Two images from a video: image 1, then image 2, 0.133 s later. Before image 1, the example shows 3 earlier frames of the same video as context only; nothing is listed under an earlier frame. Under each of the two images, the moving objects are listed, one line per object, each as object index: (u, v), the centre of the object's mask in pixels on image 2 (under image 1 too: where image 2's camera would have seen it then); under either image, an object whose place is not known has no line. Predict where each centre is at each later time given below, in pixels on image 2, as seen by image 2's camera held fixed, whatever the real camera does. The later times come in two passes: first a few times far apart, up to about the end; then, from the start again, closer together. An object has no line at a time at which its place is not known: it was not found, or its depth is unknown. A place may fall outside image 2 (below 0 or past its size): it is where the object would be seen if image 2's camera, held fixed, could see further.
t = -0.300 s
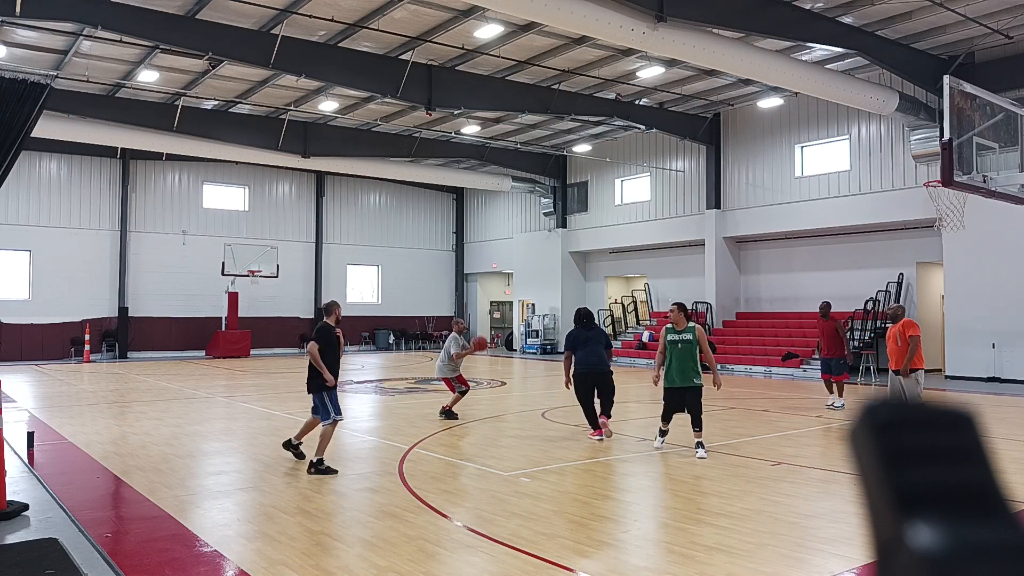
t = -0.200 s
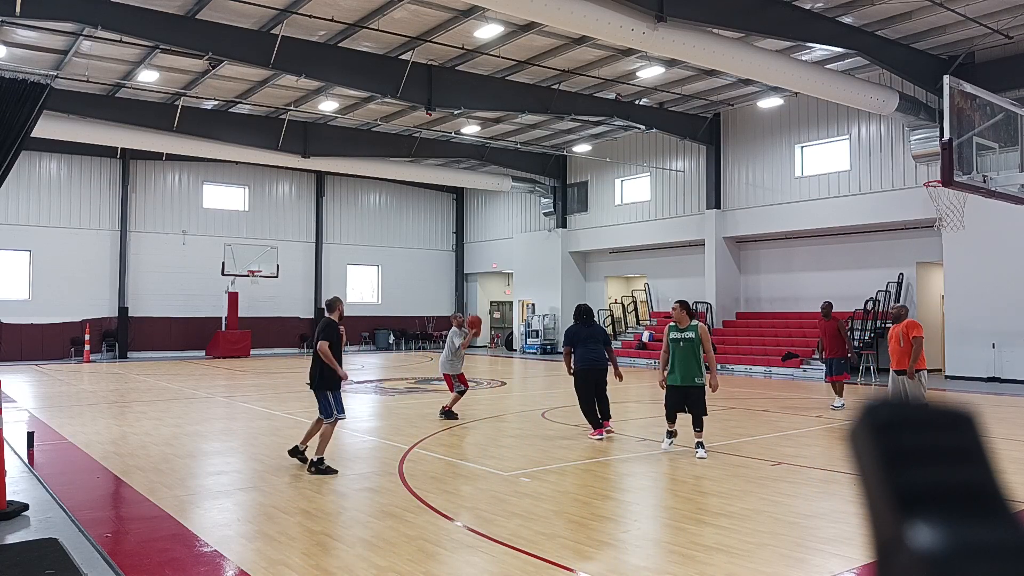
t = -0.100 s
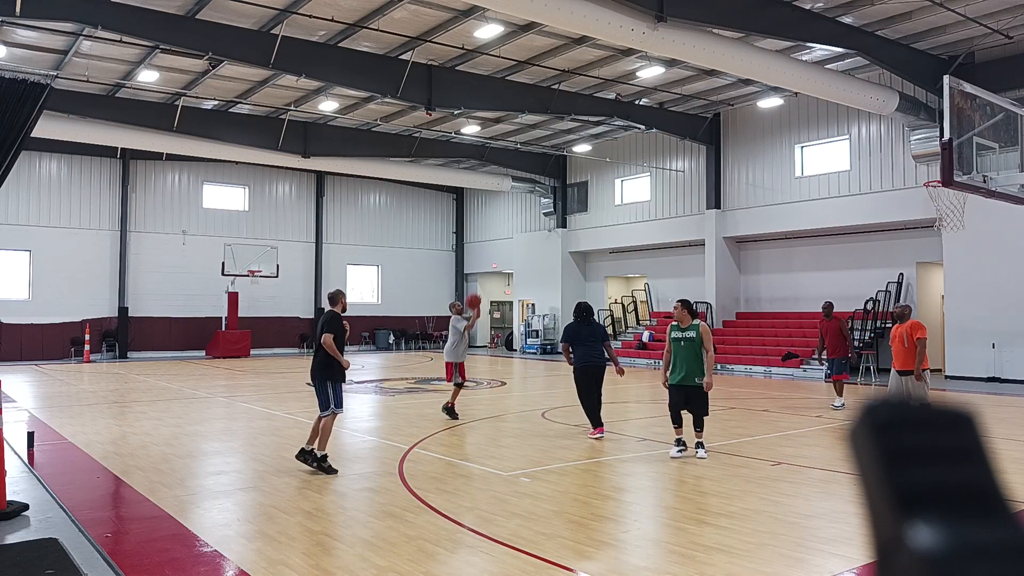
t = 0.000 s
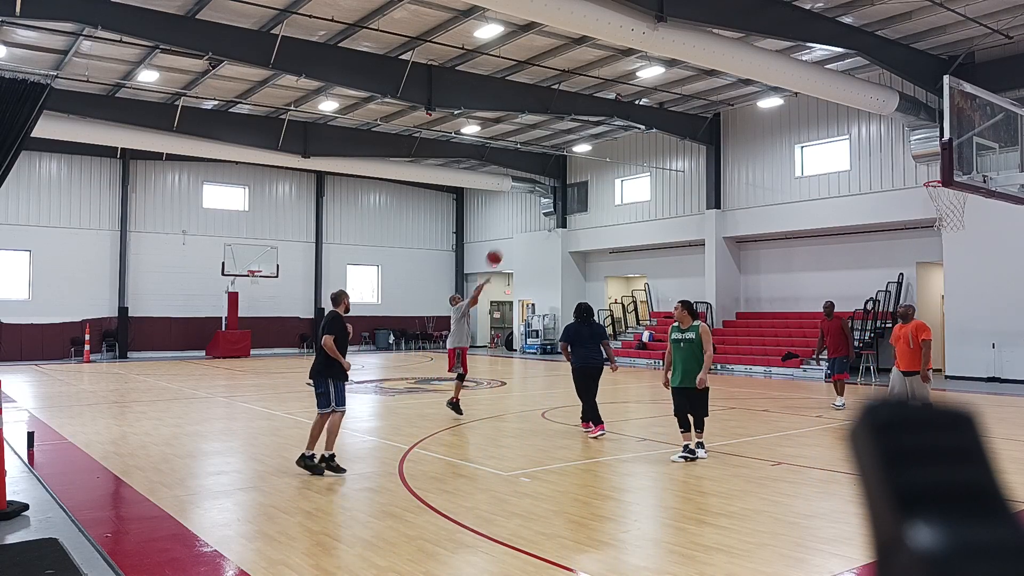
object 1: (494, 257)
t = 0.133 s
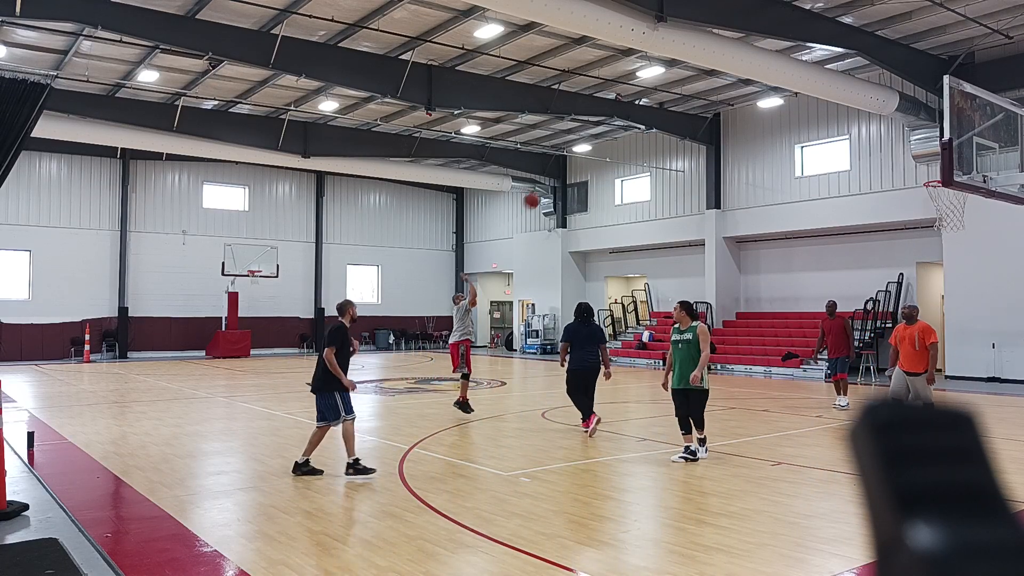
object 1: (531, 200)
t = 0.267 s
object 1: (570, 153)
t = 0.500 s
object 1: (646, 91)
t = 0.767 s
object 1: (740, 64)
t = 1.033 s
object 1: (844, 92)
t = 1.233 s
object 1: (931, 157)
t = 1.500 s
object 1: (927, 198)
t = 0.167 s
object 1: (541, 188)
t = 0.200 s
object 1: (552, 174)
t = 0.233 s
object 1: (561, 163)
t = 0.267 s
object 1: (570, 153)
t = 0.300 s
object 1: (581, 141)
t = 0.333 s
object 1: (592, 131)
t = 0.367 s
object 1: (603, 121)
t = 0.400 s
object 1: (614, 112)
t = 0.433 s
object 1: (622, 106)
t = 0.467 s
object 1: (634, 98)
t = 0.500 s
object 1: (646, 91)
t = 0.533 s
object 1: (657, 86)
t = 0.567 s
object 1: (669, 79)
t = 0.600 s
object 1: (680, 75)
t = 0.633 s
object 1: (691, 71)
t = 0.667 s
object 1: (703, 68)
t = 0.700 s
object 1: (715, 66)
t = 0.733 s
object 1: (727, 64)
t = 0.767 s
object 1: (740, 64)
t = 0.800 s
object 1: (752, 65)
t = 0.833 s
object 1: (764, 66)
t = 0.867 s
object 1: (777, 68)
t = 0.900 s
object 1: (790, 71)
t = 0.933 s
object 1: (803, 75)
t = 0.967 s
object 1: (817, 80)
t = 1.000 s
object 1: (830, 85)
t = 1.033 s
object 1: (844, 92)
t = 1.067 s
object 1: (859, 100)
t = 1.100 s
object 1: (873, 109)
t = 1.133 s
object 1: (887, 119)
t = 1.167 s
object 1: (902, 130)
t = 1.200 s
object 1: (917, 142)
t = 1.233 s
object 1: (931, 157)
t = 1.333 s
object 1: (946, 193)
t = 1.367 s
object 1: (939, 196)
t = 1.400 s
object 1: (935, 197)
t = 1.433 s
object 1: (932, 196)
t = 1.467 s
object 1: (931, 196)
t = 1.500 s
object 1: (927, 198)
